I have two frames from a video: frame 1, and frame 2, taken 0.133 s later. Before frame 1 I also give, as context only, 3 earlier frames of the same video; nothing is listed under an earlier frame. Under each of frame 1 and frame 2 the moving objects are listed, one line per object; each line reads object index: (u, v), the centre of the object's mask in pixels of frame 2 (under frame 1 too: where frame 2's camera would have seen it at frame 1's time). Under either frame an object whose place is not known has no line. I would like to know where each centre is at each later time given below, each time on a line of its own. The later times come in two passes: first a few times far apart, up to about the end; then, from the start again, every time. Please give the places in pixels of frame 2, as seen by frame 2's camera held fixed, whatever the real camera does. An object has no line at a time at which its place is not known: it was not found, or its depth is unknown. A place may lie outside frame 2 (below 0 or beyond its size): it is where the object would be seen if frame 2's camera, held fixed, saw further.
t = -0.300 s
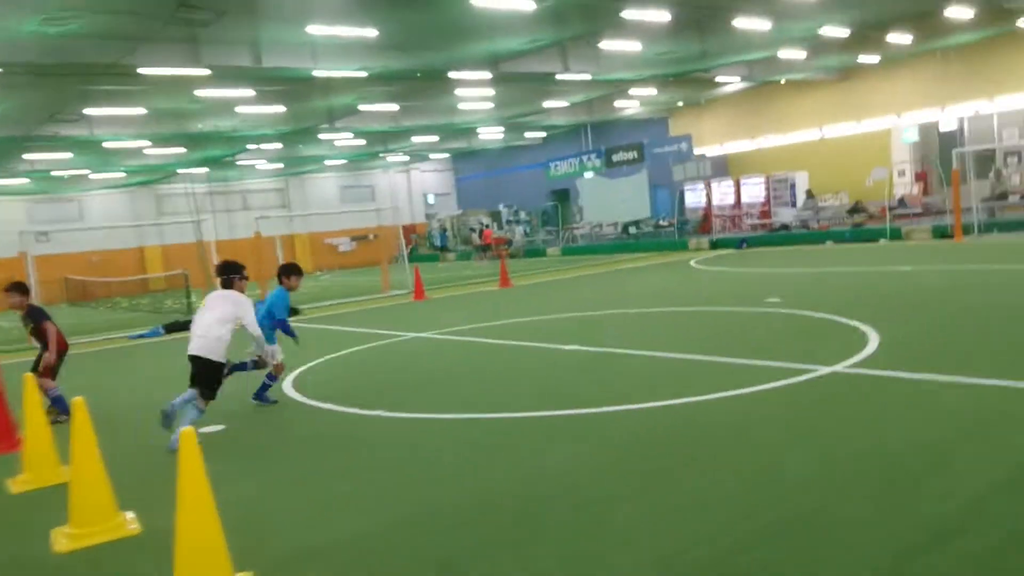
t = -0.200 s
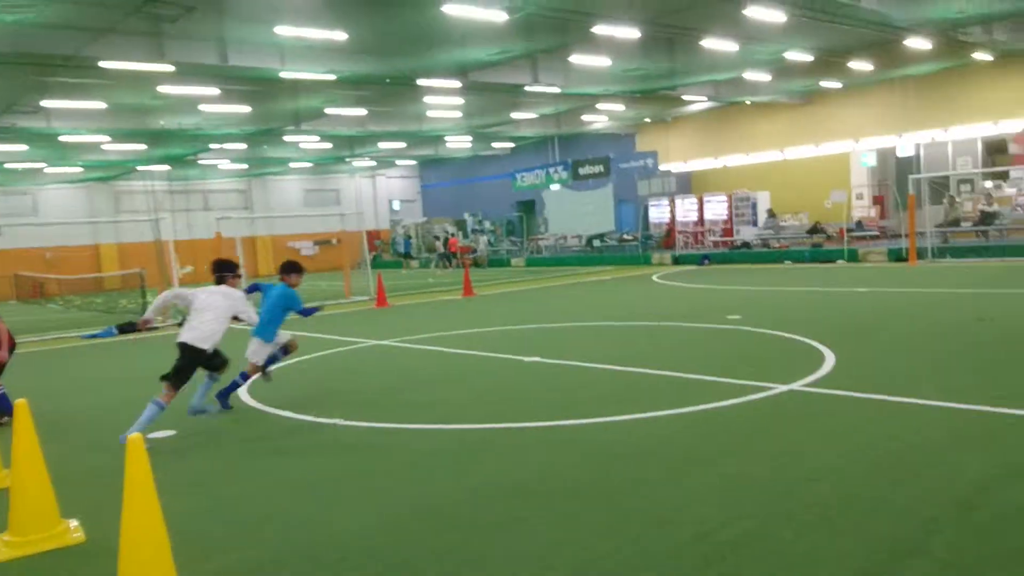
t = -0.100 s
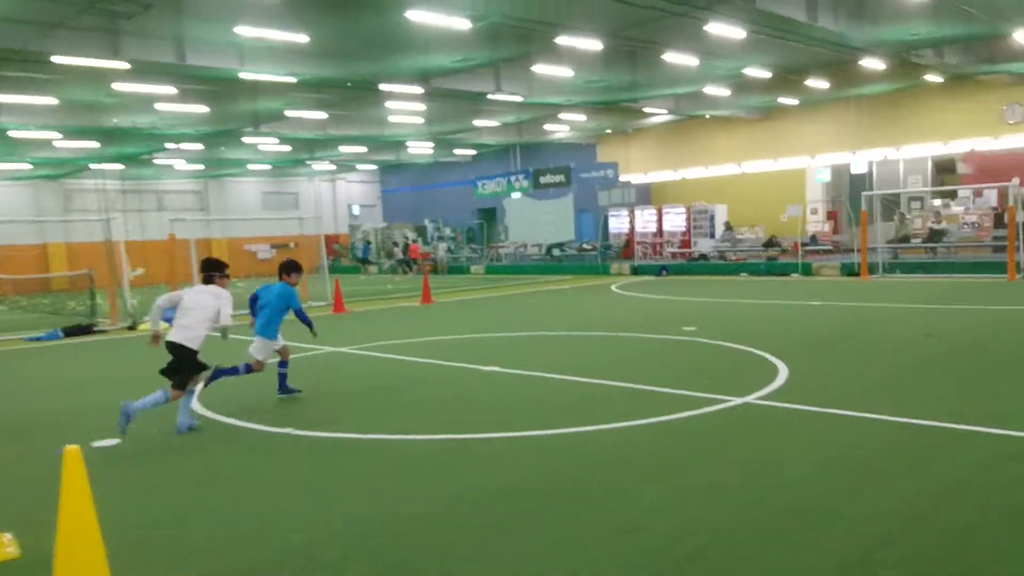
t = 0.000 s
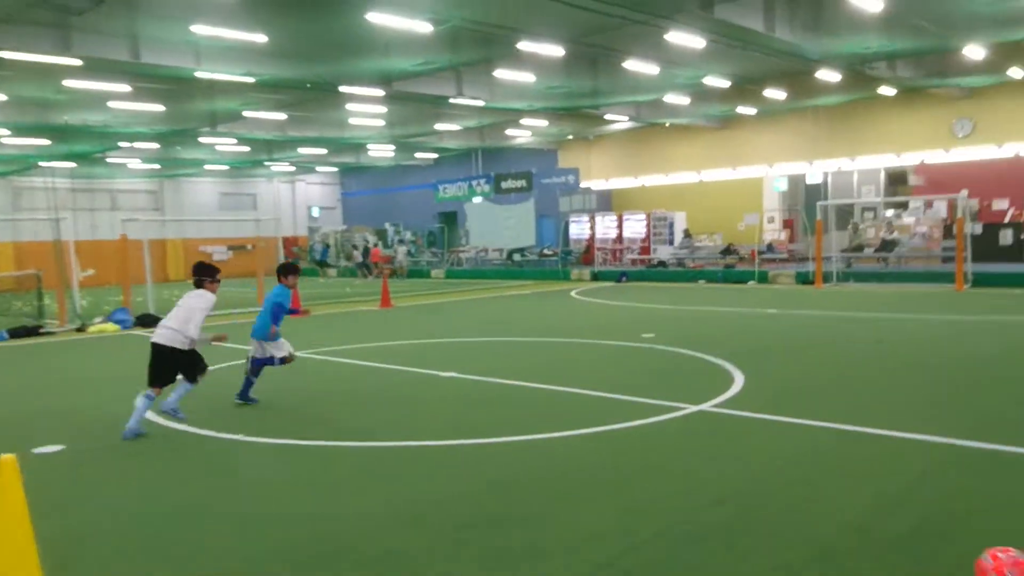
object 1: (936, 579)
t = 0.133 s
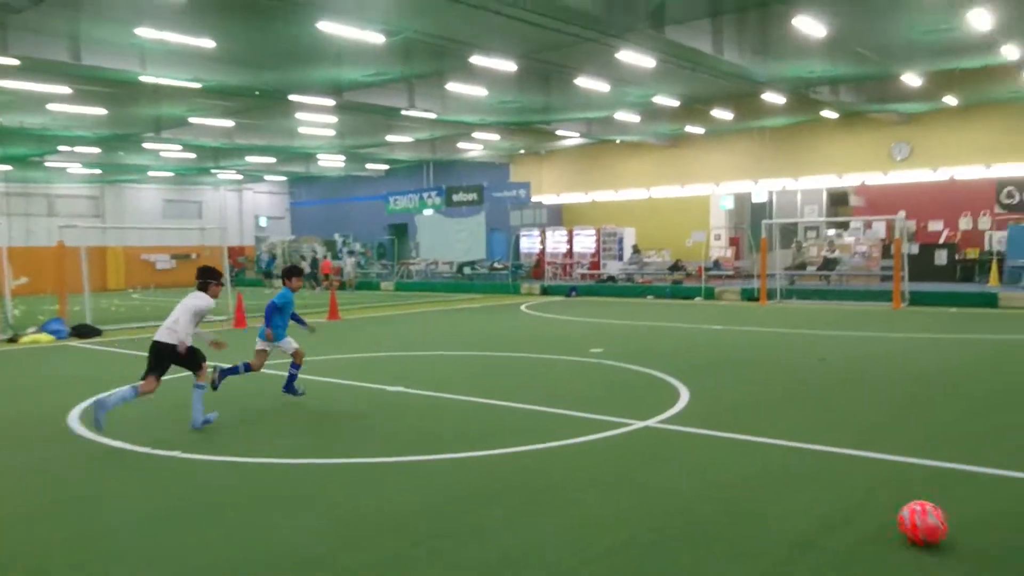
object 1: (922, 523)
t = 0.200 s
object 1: (916, 499)
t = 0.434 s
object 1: (897, 442)
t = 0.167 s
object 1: (919, 509)
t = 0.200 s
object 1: (916, 499)
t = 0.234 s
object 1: (913, 490)
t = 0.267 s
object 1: (910, 479)
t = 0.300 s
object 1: (907, 471)
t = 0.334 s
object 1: (904, 464)
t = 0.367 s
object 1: (902, 458)
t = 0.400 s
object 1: (900, 450)
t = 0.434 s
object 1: (897, 442)
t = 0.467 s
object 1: (896, 439)
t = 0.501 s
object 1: (894, 435)
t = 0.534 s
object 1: (892, 428)
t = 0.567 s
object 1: (890, 422)
